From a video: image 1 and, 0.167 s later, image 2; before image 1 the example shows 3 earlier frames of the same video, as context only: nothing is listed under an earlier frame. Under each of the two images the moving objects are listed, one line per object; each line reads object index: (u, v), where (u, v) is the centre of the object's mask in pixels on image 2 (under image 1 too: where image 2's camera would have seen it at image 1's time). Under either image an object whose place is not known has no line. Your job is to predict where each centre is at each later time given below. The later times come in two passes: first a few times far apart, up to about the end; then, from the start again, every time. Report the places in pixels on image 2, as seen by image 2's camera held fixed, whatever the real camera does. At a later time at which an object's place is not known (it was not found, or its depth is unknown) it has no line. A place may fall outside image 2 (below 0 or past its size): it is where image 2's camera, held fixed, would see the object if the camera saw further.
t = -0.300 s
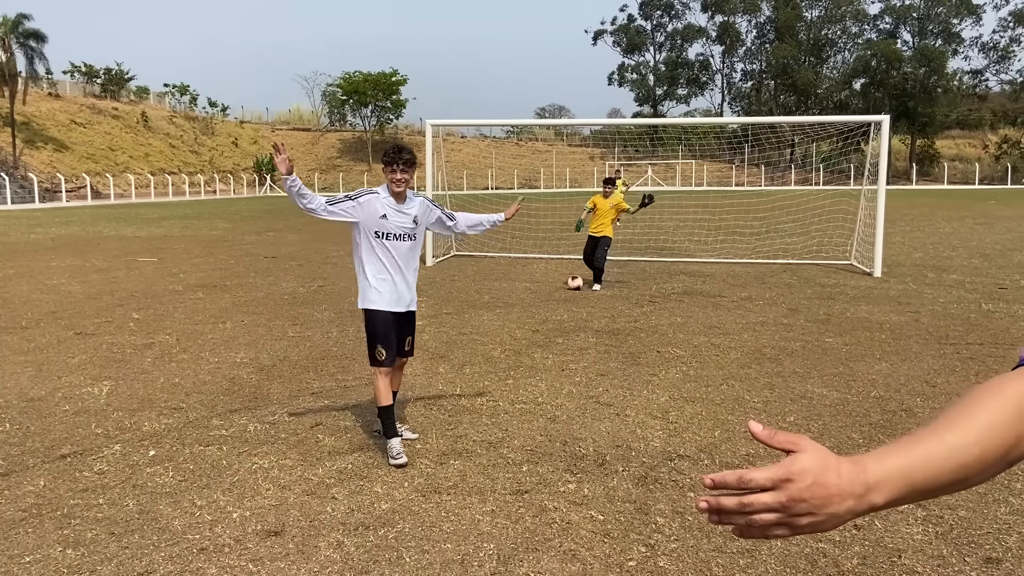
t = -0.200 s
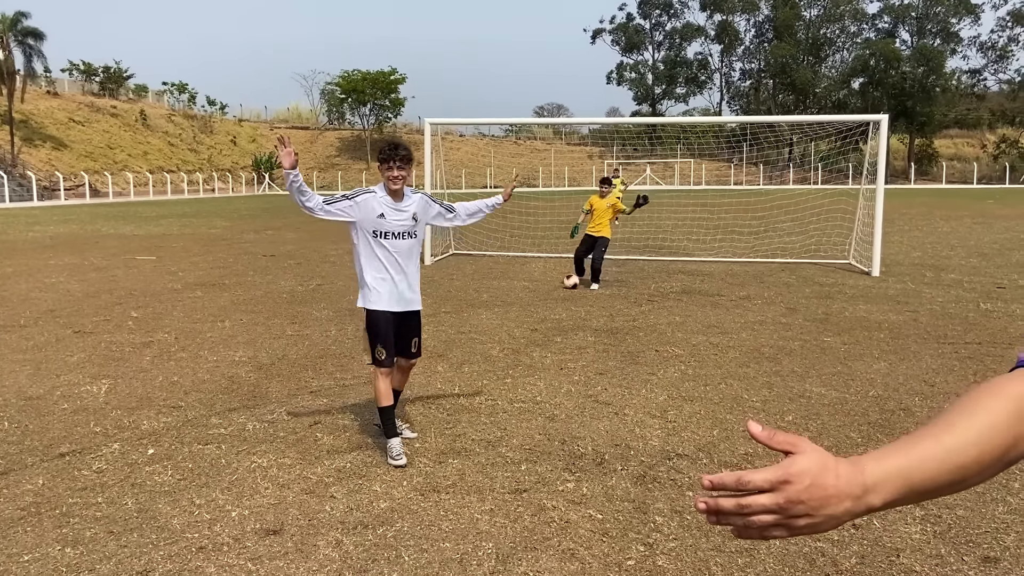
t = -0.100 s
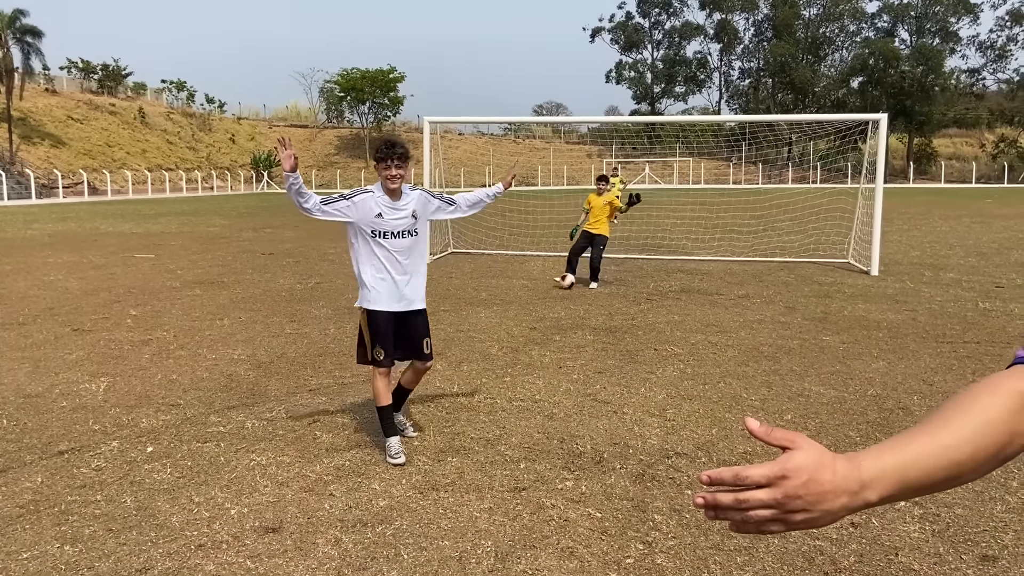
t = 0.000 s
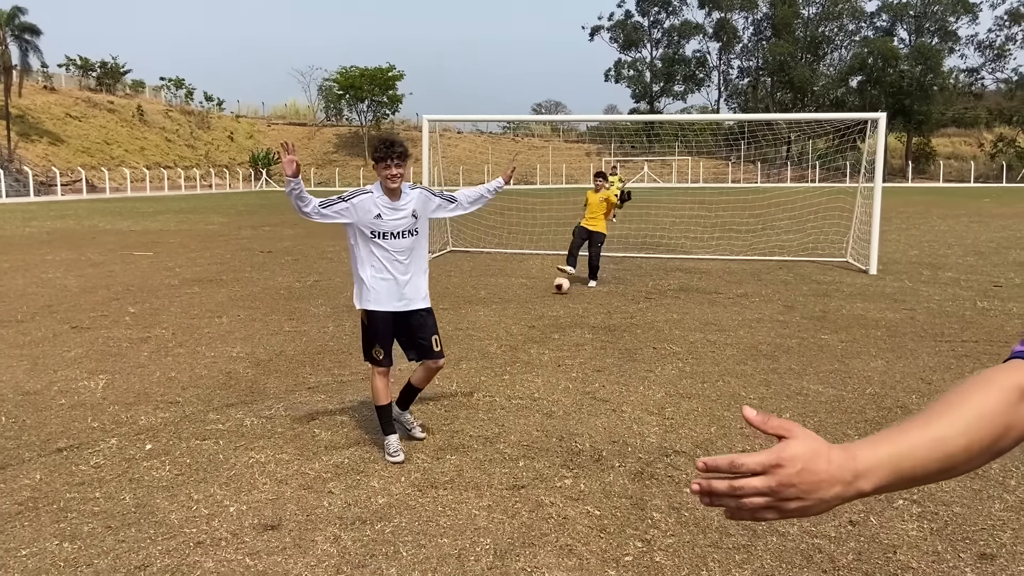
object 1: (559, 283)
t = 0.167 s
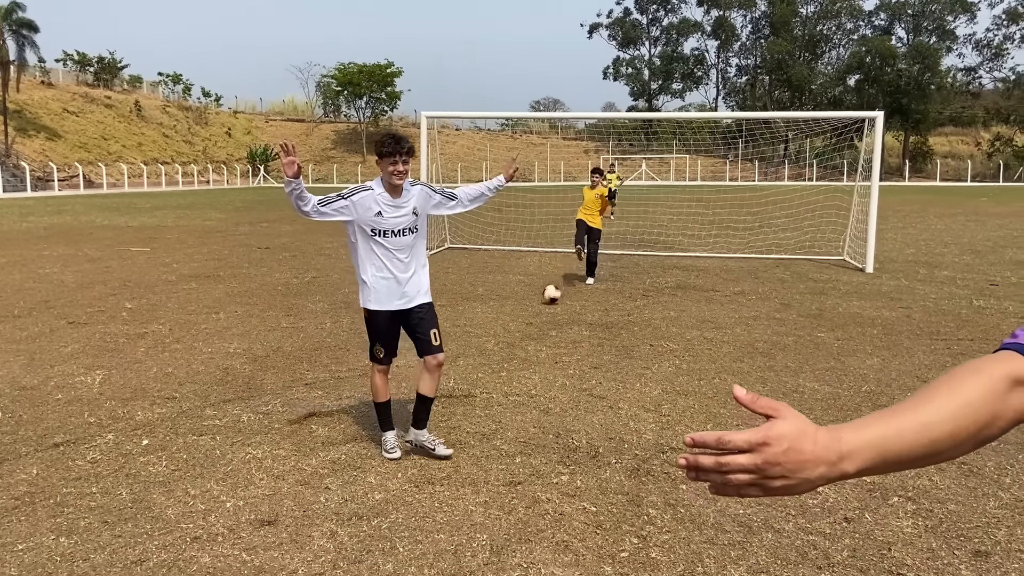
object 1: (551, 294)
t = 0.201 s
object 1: (550, 298)
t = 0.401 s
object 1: (538, 315)
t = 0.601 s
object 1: (527, 330)
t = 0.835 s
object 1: (510, 348)
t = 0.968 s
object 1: (500, 361)
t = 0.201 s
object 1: (550, 298)
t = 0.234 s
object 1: (548, 301)
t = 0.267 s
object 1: (546, 303)
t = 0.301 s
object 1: (544, 306)
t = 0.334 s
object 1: (542, 309)
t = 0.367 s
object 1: (540, 313)
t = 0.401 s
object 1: (538, 315)
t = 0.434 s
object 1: (537, 316)
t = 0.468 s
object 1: (535, 320)
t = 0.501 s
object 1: (532, 323)
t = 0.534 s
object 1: (531, 325)
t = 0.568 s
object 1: (529, 327)
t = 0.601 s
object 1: (527, 330)
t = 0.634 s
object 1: (524, 333)
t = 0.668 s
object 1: (522, 335)
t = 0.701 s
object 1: (519, 338)
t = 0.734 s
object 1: (517, 340)
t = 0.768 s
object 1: (515, 342)
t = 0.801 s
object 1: (513, 345)
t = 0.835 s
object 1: (510, 348)
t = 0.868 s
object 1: (508, 352)
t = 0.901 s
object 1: (505, 355)
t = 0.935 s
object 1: (502, 358)
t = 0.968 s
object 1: (500, 361)
